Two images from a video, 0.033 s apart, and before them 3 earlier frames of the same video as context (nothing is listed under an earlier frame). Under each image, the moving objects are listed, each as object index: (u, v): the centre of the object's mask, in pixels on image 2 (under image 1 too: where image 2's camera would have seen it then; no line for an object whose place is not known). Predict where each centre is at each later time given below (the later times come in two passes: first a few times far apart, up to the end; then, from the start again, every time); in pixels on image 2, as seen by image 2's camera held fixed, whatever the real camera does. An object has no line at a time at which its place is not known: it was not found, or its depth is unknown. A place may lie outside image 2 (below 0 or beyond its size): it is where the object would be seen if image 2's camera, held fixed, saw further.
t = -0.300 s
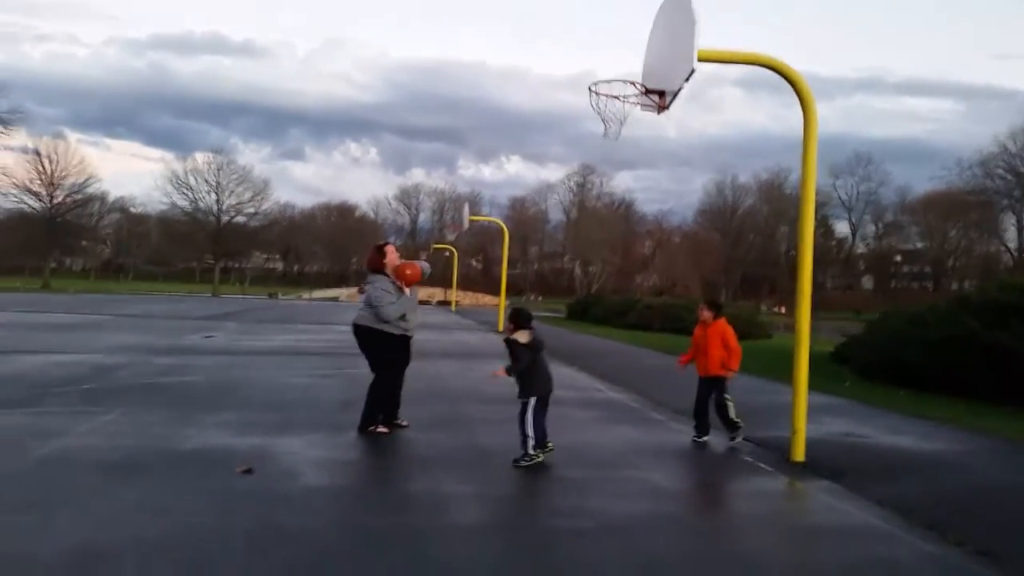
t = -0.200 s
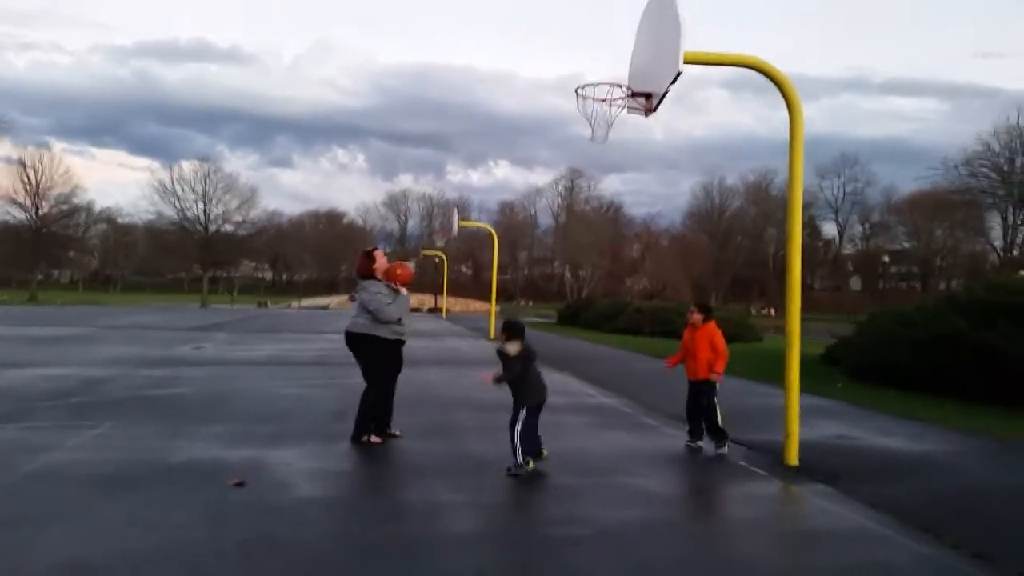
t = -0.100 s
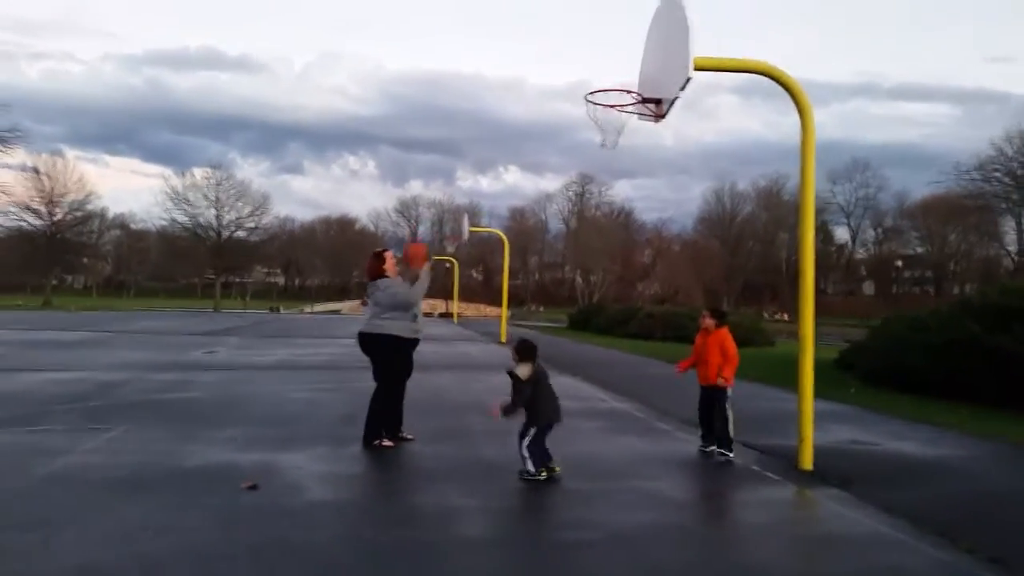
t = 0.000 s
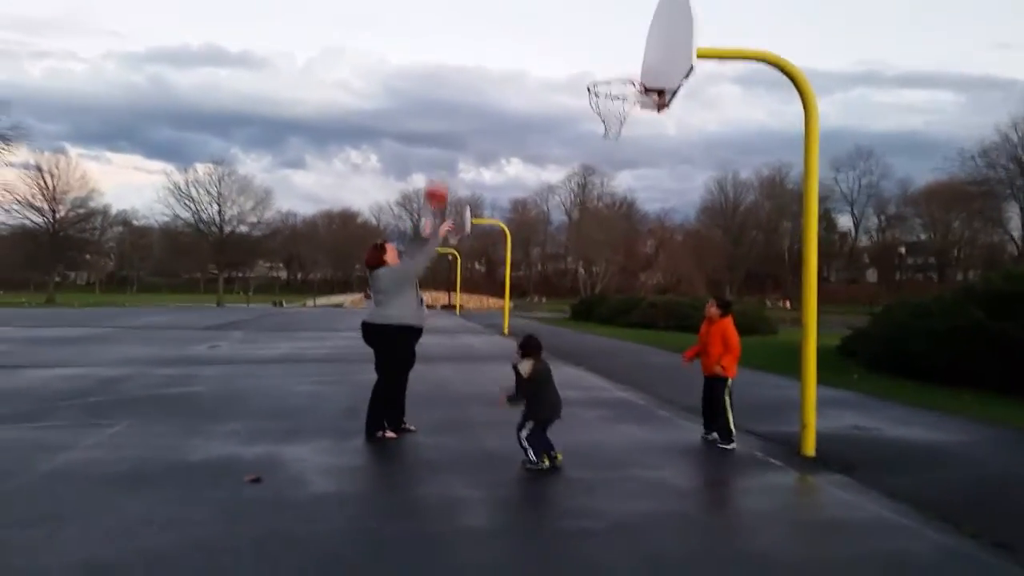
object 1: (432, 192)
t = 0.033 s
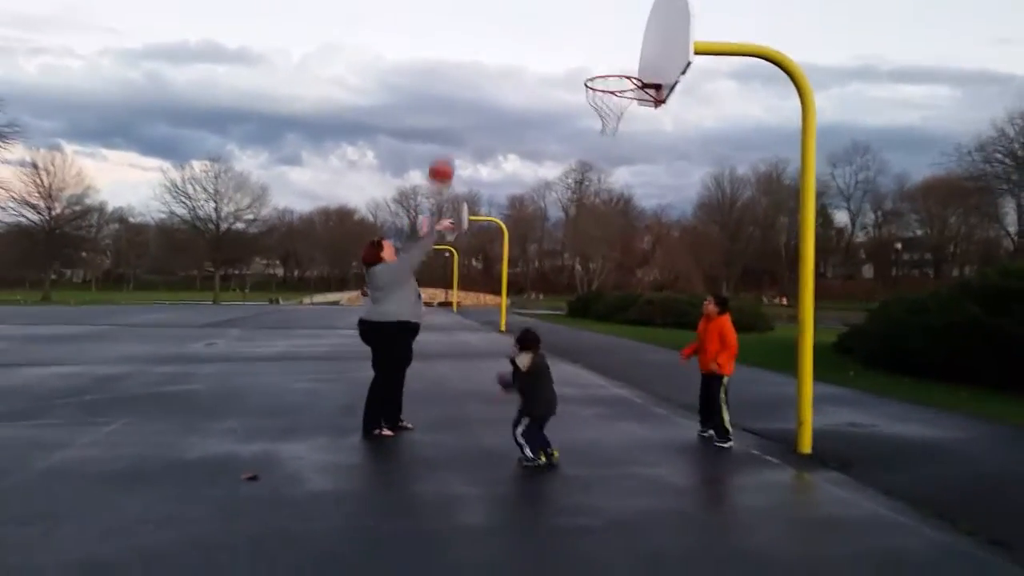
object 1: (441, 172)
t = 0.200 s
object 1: (476, 99)
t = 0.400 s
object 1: (527, 47)
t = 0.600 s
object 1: (574, 41)
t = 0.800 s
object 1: (620, 84)
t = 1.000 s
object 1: (630, 145)
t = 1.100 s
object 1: (630, 187)
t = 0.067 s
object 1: (448, 156)
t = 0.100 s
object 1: (454, 141)
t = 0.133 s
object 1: (461, 125)
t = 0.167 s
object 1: (469, 111)
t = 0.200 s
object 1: (476, 99)
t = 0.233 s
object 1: (485, 86)
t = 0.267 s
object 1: (494, 76)
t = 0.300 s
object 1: (502, 67)
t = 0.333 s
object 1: (510, 59)
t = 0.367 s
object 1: (519, 52)
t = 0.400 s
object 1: (527, 47)
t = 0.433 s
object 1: (535, 41)
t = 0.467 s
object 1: (543, 37)
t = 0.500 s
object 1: (551, 35)
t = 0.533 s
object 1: (559, 35)
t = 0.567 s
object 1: (567, 38)
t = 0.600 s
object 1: (574, 41)
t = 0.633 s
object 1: (583, 43)
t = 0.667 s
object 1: (591, 48)
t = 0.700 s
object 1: (599, 54)
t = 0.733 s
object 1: (607, 63)
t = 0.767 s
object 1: (615, 73)
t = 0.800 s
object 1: (620, 84)
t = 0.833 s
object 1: (623, 95)
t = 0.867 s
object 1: (624, 107)
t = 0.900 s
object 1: (626, 117)
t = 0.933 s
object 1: (628, 126)
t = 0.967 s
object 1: (629, 134)
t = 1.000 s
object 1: (630, 145)
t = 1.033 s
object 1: (630, 157)
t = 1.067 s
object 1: (630, 171)
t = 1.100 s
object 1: (630, 187)
